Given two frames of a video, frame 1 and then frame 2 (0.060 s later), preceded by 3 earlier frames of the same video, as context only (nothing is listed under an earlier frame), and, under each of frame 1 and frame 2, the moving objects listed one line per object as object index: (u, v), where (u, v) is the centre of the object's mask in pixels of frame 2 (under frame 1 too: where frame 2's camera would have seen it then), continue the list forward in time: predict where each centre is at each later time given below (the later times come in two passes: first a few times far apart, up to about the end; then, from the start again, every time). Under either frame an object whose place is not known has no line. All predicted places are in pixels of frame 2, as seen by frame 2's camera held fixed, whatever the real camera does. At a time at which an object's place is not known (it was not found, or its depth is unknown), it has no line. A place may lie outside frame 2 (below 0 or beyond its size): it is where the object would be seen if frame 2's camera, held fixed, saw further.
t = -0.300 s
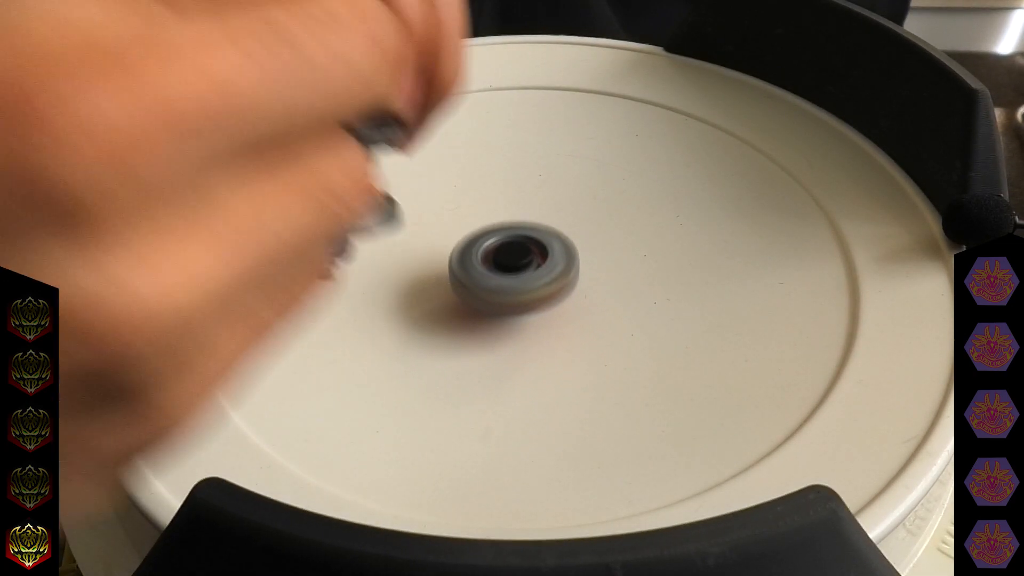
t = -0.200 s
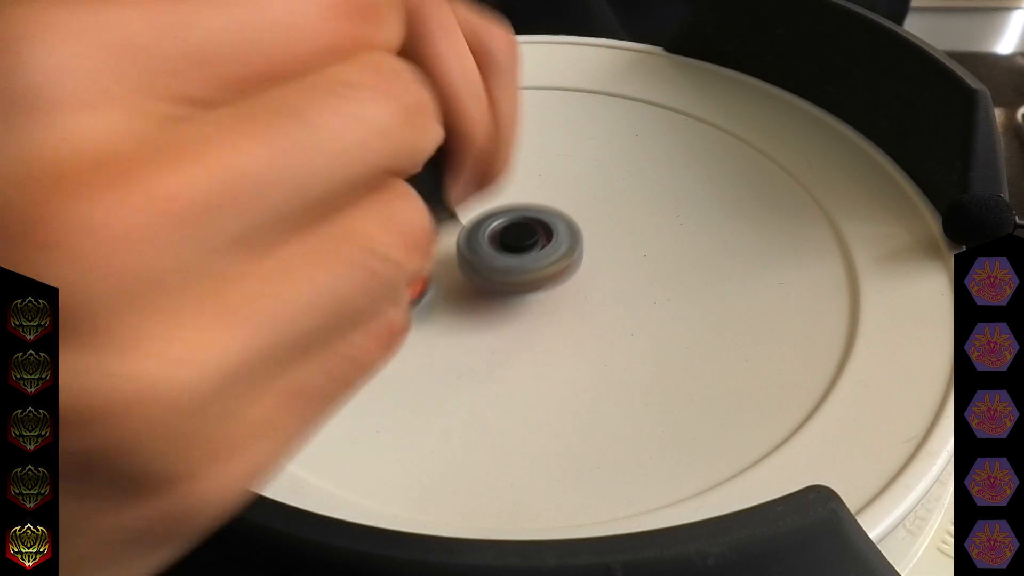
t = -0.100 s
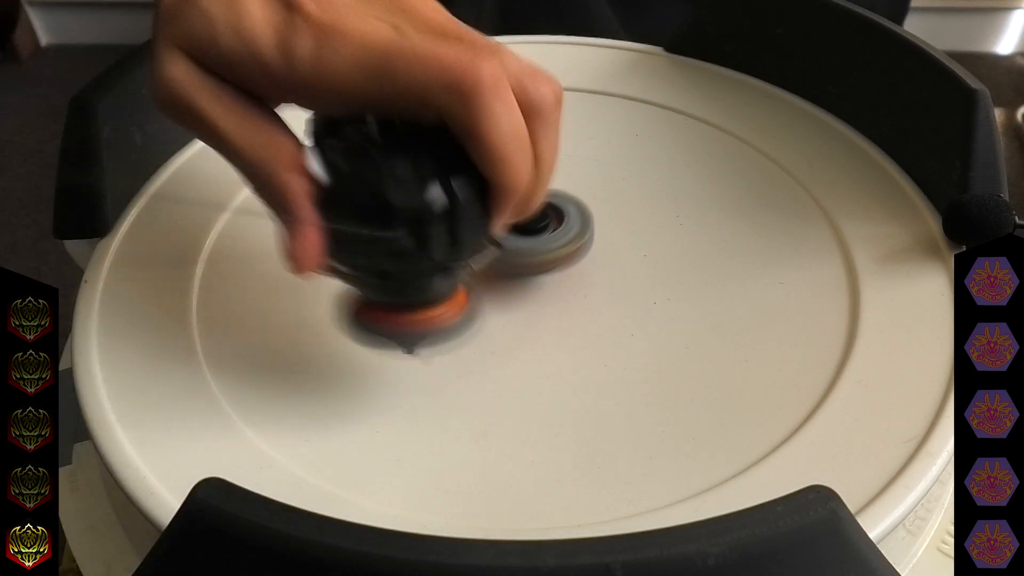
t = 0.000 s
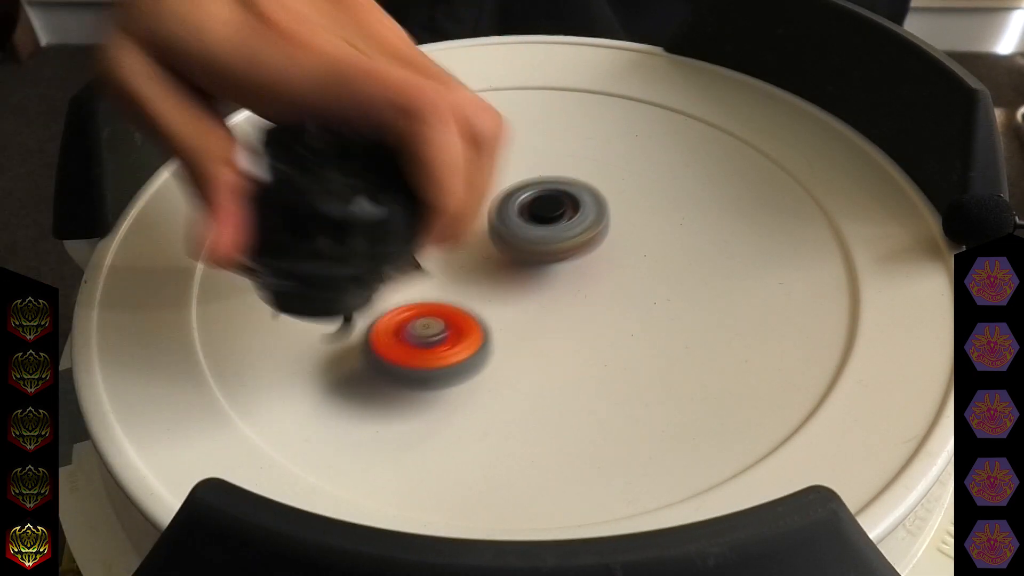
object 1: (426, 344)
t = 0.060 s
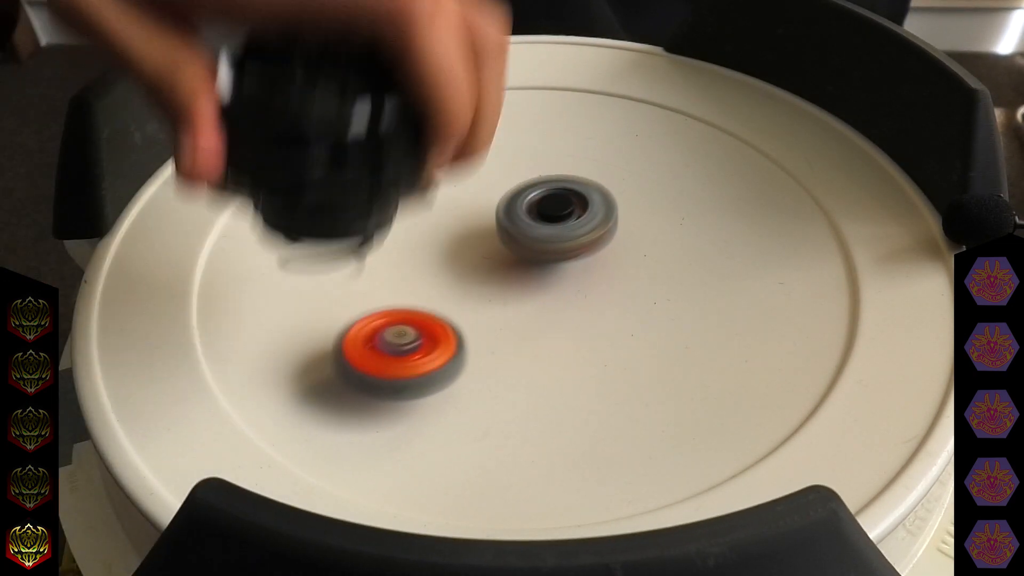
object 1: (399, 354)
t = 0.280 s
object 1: (393, 376)
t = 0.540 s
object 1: (412, 287)
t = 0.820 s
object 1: (218, 294)
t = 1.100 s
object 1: (473, 378)
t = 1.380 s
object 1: (564, 332)
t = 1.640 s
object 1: (363, 286)
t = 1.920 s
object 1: (382, 329)
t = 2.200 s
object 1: (499, 369)
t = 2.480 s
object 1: (513, 259)
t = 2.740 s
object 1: (424, 402)
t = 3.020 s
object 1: (827, 311)
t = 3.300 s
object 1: (657, 217)
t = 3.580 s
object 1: (491, 70)
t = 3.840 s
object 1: (293, 182)
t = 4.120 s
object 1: (398, 110)
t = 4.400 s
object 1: (478, 188)
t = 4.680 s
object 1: (363, 139)
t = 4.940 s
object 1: (492, 232)
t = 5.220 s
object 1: (588, 137)
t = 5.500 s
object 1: (483, 139)
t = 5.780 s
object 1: (395, 206)
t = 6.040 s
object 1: (458, 320)
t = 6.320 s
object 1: (652, 326)
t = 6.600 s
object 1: (635, 208)
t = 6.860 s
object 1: (548, 163)
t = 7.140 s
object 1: (577, 144)
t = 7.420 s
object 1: (657, 151)
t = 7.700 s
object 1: (532, 263)
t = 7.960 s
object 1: (605, 320)
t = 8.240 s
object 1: (706, 309)
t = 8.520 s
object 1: (553, 264)
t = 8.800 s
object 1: (395, 306)
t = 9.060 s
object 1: (375, 371)
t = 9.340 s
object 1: (511, 288)
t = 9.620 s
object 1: (477, 181)
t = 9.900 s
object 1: (390, 168)
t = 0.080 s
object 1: (392, 356)
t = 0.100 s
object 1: (387, 359)
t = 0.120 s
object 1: (382, 362)
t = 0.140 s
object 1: (378, 364)
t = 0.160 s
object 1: (376, 367)
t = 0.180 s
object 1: (375, 369)
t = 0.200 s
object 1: (375, 370)
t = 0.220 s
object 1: (377, 372)
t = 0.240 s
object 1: (381, 374)
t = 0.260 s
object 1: (386, 375)
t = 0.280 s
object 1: (393, 376)
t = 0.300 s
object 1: (402, 375)
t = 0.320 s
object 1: (412, 373)
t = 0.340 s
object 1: (422, 369)
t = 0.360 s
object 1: (432, 362)
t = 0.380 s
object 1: (440, 355)
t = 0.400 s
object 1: (447, 345)
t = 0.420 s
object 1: (454, 336)
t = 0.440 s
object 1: (460, 325)
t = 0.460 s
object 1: (464, 315)
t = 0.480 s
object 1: (466, 304)
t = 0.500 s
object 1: (467, 294)
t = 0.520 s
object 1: (446, 287)
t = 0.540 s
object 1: (412, 287)
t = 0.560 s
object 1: (383, 282)
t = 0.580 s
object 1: (353, 281)
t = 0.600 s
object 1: (325, 278)
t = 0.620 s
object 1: (303, 274)
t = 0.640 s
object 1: (282, 272)
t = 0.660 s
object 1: (264, 270)
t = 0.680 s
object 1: (249, 269)
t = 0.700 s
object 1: (237, 270)
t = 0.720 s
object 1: (227, 271)
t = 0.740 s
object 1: (221, 273)
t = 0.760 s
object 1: (216, 277)
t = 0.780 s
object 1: (215, 281)
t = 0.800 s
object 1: (215, 287)
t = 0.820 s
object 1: (218, 294)
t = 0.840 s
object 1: (222, 301)
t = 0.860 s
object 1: (230, 309)
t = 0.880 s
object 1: (242, 318)
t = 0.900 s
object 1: (259, 328)
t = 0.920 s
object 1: (278, 337)
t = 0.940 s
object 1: (302, 347)
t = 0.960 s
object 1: (332, 354)
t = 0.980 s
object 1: (363, 357)
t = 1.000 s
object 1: (392, 358)
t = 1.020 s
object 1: (422, 355)
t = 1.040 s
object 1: (452, 352)
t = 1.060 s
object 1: (478, 346)
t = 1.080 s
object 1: (478, 359)
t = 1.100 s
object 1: (473, 378)
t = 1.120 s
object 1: (468, 394)
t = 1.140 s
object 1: (466, 405)
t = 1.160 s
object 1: (465, 417)
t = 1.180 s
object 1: (466, 423)
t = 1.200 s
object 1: (469, 427)
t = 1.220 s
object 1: (474, 428)
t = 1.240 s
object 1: (483, 425)
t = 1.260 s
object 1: (492, 419)
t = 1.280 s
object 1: (503, 411)
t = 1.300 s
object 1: (515, 399)
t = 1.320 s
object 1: (527, 387)
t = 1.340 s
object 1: (541, 369)
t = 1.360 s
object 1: (553, 352)
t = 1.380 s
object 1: (564, 332)
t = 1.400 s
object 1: (572, 312)
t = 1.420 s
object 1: (578, 292)
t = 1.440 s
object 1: (581, 272)
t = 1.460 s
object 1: (581, 251)
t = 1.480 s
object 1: (578, 230)
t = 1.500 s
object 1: (567, 223)
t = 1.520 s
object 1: (539, 231)
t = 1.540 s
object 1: (507, 249)
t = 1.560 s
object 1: (478, 257)
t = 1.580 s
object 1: (448, 268)
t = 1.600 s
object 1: (418, 274)
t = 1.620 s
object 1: (391, 280)
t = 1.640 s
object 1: (363, 286)
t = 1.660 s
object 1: (340, 290)
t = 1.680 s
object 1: (320, 293)
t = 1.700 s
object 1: (303, 297)
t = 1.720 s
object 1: (290, 300)
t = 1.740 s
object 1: (282, 303)
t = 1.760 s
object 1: (277, 308)
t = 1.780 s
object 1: (276, 311)
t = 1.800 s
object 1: (279, 314)
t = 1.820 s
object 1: (286, 318)
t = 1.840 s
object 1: (298, 321)
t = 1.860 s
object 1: (316, 324)
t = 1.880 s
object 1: (336, 327)
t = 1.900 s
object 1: (359, 329)
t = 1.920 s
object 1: (382, 329)
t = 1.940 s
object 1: (405, 326)
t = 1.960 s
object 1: (427, 323)
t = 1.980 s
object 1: (414, 343)
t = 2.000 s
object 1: (383, 375)
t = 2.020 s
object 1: (353, 407)
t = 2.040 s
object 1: (326, 433)
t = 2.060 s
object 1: (330, 434)
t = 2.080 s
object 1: (355, 421)
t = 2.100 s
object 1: (380, 413)
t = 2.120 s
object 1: (404, 415)
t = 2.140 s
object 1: (428, 402)
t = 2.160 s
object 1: (452, 393)
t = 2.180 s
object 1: (477, 381)
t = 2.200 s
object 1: (499, 369)
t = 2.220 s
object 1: (518, 357)
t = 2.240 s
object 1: (534, 345)
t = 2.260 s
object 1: (548, 332)
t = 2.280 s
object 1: (560, 317)
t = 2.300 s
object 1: (568, 303)
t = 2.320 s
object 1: (574, 288)
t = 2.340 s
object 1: (577, 275)
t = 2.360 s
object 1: (578, 260)
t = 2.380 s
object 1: (575, 248)
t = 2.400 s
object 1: (571, 236)
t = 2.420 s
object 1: (565, 224)
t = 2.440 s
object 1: (557, 215)
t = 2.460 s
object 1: (537, 230)
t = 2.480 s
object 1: (513, 259)
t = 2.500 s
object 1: (487, 286)
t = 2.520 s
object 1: (459, 314)
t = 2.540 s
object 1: (431, 341)
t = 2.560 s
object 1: (405, 361)
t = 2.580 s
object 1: (381, 381)
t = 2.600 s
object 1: (358, 399)
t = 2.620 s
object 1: (339, 417)
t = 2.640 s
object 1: (324, 431)
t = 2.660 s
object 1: (317, 440)
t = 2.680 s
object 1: (342, 429)
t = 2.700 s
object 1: (370, 423)
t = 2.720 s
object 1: (398, 412)
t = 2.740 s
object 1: (424, 402)
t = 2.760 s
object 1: (449, 389)
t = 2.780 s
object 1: (474, 375)
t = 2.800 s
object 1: (496, 363)
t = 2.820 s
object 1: (517, 349)
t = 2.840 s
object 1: (536, 335)
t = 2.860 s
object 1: (551, 322)
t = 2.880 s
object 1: (564, 309)
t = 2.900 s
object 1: (574, 293)
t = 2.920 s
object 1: (580, 281)
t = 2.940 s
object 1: (619, 279)
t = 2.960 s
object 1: (671, 289)
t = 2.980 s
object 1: (725, 295)
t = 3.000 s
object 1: (776, 301)
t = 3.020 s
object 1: (827, 311)
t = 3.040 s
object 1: (859, 306)
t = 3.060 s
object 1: (855, 293)
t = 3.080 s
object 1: (849, 288)
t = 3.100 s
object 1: (839, 291)
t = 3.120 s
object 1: (826, 296)
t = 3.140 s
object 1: (811, 285)
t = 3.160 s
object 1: (796, 281)
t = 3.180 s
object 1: (776, 274)
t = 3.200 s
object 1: (758, 266)
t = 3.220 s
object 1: (738, 256)
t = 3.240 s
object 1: (718, 247)
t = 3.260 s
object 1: (698, 236)
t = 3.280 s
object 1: (678, 226)
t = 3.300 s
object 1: (657, 217)
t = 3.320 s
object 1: (636, 209)
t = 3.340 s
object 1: (617, 198)
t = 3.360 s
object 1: (609, 176)
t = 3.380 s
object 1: (603, 155)
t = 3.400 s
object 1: (595, 136)
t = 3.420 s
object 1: (586, 120)
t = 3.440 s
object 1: (577, 106)
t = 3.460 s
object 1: (565, 94)
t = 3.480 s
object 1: (555, 86)
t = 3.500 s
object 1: (543, 78)
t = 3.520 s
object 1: (531, 73)
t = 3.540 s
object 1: (518, 69)
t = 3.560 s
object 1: (505, 69)
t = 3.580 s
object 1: (491, 70)
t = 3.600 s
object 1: (478, 74)
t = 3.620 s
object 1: (464, 78)
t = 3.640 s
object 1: (449, 84)
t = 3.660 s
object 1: (433, 91)
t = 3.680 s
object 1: (417, 99)
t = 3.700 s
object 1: (401, 108)
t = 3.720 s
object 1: (384, 118)
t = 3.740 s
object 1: (367, 129)
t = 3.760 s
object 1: (350, 142)
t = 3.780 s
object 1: (333, 157)
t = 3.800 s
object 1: (318, 172)
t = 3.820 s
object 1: (308, 186)
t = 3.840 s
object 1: (293, 182)
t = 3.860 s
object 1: (280, 150)
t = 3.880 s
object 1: (267, 126)
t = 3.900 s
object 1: (270, 99)
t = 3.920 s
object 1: (275, 81)
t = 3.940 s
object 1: (283, 76)
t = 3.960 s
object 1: (296, 77)
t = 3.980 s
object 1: (311, 82)
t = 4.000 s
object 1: (324, 82)
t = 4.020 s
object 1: (335, 82)
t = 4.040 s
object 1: (351, 85)
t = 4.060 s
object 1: (362, 88)
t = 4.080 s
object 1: (375, 96)
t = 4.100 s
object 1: (387, 102)
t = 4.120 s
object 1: (398, 110)
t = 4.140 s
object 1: (409, 119)
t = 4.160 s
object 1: (420, 128)
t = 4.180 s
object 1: (431, 139)
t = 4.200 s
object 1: (442, 149)
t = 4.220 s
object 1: (451, 162)
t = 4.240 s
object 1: (461, 174)
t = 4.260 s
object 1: (471, 185)
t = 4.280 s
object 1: (480, 196)
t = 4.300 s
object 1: (489, 207)
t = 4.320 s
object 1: (498, 216)
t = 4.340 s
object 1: (507, 226)
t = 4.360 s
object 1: (512, 233)
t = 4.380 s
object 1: (502, 212)
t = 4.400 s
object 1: (478, 188)
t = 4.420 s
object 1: (455, 172)
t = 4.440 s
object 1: (434, 156)
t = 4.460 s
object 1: (419, 140)
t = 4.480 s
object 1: (404, 129)
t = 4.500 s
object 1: (390, 115)
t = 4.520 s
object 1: (378, 105)
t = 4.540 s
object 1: (368, 97)
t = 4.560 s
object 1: (361, 92)
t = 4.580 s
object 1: (360, 95)
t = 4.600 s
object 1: (360, 104)
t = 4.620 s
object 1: (360, 112)
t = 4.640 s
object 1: (361, 121)
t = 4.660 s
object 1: (362, 129)
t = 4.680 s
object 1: (363, 139)
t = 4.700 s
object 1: (366, 150)
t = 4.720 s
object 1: (370, 160)
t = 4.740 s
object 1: (374, 171)
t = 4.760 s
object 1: (379, 180)
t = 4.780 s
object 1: (387, 190)
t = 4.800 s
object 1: (396, 200)
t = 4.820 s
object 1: (406, 208)
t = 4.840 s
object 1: (418, 216)
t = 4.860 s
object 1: (431, 224)
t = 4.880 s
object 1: (445, 231)
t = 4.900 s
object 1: (461, 237)
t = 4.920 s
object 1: (477, 236)
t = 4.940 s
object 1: (492, 232)
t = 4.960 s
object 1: (505, 224)
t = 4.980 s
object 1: (519, 217)
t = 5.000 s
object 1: (533, 209)
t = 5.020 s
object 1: (547, 201)
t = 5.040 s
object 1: (559, 193)
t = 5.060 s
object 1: (567, 186)
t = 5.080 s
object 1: (574, 179)
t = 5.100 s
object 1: (579, 173)
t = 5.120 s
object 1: (583, 167)
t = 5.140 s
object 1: (586, 160)
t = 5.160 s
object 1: (588, 154)
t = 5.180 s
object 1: (590, 148)
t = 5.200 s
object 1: (589, 142)
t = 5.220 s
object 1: (588, 137)
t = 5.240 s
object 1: (587, 132)
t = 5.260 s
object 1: (583, 128)
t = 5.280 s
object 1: (579, 124)
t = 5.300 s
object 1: (573, 121)
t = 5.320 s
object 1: (567, 118)
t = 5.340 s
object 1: (559, 117)
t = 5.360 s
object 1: (550, 116)
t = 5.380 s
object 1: (541, 118)
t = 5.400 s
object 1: (533, 121)
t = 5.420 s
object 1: (522, 125)
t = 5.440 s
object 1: (513, 131)
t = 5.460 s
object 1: (505, 138)
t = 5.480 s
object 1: (497, 145)
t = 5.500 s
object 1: (483, 139)
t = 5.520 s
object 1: (469, 132)
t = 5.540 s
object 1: (457, 127)
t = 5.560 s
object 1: (445, 124)
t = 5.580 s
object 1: (435, 123)
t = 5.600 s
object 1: (426, 124)
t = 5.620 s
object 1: (417, 128)
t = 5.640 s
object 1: (410, 134)
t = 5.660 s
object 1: (404, 141)
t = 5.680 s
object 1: (399, 148)
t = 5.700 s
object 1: (395, 159)
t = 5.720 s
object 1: (392, 171)
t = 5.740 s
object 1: (391, 183)
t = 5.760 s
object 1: (393, 193)
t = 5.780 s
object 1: (395, 206)
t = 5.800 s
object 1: (400, 218)
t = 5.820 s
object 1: (407, 230)
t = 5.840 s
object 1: (413, 242)
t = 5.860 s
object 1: (422, 253)
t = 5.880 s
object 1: (433, 264)
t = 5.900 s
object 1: (447, 274)
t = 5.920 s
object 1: (454, 283)
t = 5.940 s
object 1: (449, 290)
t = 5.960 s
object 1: (446, 296)
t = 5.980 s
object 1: (444, 302)
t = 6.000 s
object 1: (447, 309)
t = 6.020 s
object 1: (451, 315)
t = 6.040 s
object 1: (458, 320)
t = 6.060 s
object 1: (467, 327)
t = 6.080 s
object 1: (478, 333)
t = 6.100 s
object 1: (491, 337)
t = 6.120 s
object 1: (505, 342)
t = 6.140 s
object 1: (521, 346)
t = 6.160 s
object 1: (537, 349)
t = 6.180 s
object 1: (552, 350)
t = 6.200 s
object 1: (569, 350)
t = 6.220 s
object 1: (584, 349)
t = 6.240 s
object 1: (599, 347)
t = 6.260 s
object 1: (614, 344)
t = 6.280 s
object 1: (628, 340)
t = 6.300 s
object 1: (641, 333)
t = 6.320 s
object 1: (652, 326)
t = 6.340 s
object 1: (662, 319)
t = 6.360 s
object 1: (671, 311)
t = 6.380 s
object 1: (678, 303)
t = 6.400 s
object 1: (683, 293)
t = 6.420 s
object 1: (686, 283)
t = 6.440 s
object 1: (687, 274)
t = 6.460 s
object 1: (687, 265)
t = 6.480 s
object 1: (685, 255)
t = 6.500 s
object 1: (680, 246)
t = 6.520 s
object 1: (675, 237)
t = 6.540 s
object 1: (667, 229)
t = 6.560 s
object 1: (658, 221)
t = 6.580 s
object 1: (647, 214)
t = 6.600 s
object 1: (635, 208)
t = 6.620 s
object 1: (621, 204)
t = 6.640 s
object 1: (607, 199)
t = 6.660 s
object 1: (593, 196)
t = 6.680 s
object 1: (581, 193)
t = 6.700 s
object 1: (584, 186)
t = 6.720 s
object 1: (587, 179)
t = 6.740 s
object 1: (588, 174)
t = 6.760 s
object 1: (587, 170)
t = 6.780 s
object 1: (583, 167)
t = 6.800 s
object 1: (576, 164)
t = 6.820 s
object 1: (568, 163)
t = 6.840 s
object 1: (560, 163)
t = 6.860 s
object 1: (548, 163)
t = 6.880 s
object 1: (536, 164)
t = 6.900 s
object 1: (524, 166)
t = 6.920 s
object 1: (511, 168)
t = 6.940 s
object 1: (499, 172)
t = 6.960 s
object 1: (487, 176)
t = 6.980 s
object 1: (476, 181)
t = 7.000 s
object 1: (464, 187)
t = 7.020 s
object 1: (454, 194)
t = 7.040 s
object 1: (446, 201)
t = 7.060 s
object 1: (442, 208)
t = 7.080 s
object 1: (474, 194)
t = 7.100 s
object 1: (513, 177)
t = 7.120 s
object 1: (546, 162)
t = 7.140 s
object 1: (577, 144)
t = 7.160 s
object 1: (605, 129)
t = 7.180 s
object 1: (630, 117)
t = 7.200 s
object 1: (652, 101)
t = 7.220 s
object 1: (671, 91)
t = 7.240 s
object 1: (684, 83)
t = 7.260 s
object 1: (687, 84)
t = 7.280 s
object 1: (690, 90)
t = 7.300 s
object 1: (691, 99)
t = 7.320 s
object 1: (689, 105)
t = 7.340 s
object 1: (686, 115)
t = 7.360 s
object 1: (681, 123)
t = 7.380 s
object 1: (674, 132)
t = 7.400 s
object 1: (666, 142)
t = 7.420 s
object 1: (657, 151)
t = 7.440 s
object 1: (646, 161)
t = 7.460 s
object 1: (636, 171)
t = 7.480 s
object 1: (626, 180)
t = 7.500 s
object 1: (615, 189)
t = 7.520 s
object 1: (605, 197)
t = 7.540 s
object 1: (594, 207)
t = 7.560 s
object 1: (582, 215)
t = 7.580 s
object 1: (572, 223)
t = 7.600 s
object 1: (562, 231)
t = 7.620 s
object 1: (552, 239)
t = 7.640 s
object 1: (545, 245)
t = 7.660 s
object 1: (539, 251)
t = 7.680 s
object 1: (535, 257)
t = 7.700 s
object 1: (532, 263)
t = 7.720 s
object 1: (530, 267)
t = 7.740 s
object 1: (531, 273)
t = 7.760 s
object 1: (532, 278)
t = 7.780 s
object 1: (535, 282)
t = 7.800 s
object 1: (540, 287)
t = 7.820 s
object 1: (546, 291)
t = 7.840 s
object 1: (553, 296)
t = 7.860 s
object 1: (561, 301)
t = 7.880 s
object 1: (569, 305)
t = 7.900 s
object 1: (577, 309)
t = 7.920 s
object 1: (587, 313)
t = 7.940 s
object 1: (595, 316)
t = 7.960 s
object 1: (605, 320)
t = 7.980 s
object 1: (615, 322)
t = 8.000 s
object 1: (624, 325)
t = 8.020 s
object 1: (634, 328)
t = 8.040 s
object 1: (644, 329)
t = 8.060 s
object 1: (653, 330)
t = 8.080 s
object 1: (662, 331)
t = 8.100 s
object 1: (670, 330)
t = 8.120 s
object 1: (679, 329)
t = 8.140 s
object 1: (685, 327)
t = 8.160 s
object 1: (691, 325)
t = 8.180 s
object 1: (697, 322)
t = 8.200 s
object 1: (701, 318)
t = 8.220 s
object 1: (704, 314)
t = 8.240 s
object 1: (706, 309)
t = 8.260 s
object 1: (705, 304)
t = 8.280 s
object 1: (704, 298)
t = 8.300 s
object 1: (699, 293)
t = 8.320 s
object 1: (692, 287)
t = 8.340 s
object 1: (683, 282)
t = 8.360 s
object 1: (673, 278)
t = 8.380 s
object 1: (660, 274)
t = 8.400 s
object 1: (647, 270)
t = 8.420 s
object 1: (632, 268)
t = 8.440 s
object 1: (618, 266)
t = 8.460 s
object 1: (601, 265)
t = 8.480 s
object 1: (585, 264)
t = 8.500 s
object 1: (569, 263)
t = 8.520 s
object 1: (553, 264)
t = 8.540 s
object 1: (540, 265)
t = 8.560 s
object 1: (525, 266)
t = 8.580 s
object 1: (511, 268)
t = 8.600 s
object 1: (498, 270)
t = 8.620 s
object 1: (485, 273)
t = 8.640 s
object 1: (473, 276)
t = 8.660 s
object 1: (462, 279)
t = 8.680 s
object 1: (451, 282)
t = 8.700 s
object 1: (440, 286)
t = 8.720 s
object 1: (429, 289)
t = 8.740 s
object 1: (420, 293)
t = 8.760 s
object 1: (411, 297)
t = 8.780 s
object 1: (402, 301)
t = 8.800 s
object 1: (395, 306)
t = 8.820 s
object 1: (387, 310)
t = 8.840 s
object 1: (379, 315)
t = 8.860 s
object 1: (373, 319)
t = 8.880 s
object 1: (366, 325)
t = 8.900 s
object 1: (361, 330)
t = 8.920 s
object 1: (356, 335)
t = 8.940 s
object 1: (354, 340)
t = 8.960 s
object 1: (353, 345)
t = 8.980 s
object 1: (352, 351)
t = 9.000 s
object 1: (355, 357)
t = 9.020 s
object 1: (360, 362)
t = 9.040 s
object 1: (366, 367)
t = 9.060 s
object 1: (375, 371)
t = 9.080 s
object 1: (385, 374)
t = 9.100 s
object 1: (399, 375)
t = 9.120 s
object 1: (411, 375)
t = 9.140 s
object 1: (425, 373)
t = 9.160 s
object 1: (440, 368)
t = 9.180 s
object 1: (453, 362)
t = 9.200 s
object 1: (466, 355)
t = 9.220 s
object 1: (476, 347)
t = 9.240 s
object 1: (485, 339)
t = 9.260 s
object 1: (493, 328)
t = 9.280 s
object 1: (500, 318)
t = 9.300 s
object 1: (505, 308)
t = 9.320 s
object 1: (509, 298)
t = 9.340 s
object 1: (511, 288)
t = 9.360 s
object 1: (513, 277)
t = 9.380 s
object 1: (513, 267)
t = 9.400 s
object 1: (514, 258)
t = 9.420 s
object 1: (512, 249)
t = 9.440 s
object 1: (511, 241)
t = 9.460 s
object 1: (509, 233)
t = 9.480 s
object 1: (506, 225)
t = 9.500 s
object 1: (504, 218)
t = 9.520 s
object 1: (500, 210)
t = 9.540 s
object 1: (496, 203)
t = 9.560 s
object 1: (492, 197)
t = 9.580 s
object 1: (488, 192)
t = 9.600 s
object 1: (483, 186)
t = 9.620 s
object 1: (477, 181)
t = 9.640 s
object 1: (472, 177)
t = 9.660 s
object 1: (466, 173)
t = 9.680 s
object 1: (460, 170)
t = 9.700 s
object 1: (454, 166)
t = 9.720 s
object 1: (447, 163)
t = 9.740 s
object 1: (441, 161)
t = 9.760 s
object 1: (434, 159)
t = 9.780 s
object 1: (427, 158)
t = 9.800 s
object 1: (420, 157)
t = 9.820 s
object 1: (412, 158)
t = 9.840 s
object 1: (406, 159)
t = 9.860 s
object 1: (400, 161)
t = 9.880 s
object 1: (394, 164)
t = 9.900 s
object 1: (390, 168)
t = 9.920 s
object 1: (386, 173)
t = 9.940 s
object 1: (384, 178)
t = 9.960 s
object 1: (384, 184)
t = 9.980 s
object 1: (385, 191)
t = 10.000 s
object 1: (388, 198)
